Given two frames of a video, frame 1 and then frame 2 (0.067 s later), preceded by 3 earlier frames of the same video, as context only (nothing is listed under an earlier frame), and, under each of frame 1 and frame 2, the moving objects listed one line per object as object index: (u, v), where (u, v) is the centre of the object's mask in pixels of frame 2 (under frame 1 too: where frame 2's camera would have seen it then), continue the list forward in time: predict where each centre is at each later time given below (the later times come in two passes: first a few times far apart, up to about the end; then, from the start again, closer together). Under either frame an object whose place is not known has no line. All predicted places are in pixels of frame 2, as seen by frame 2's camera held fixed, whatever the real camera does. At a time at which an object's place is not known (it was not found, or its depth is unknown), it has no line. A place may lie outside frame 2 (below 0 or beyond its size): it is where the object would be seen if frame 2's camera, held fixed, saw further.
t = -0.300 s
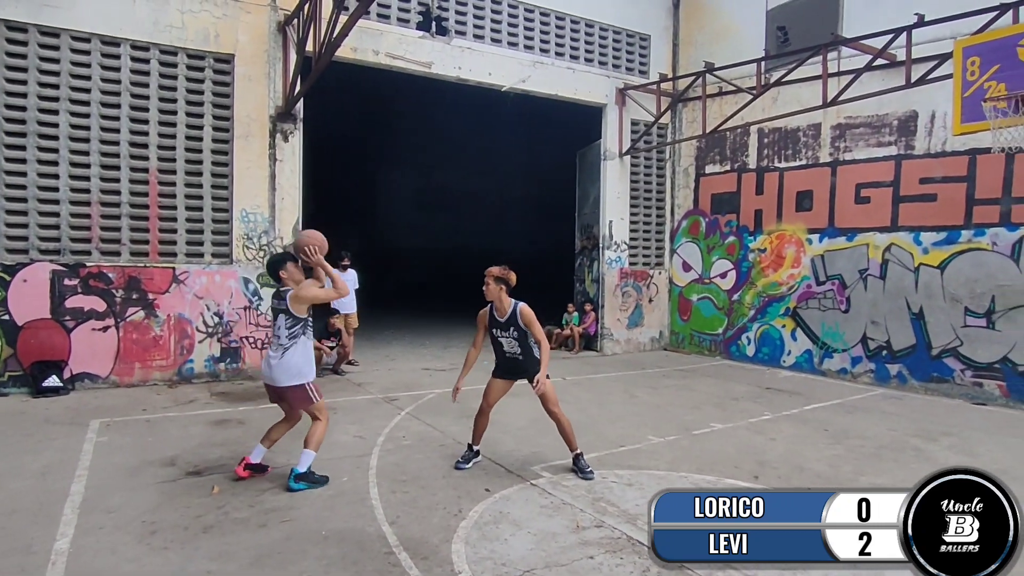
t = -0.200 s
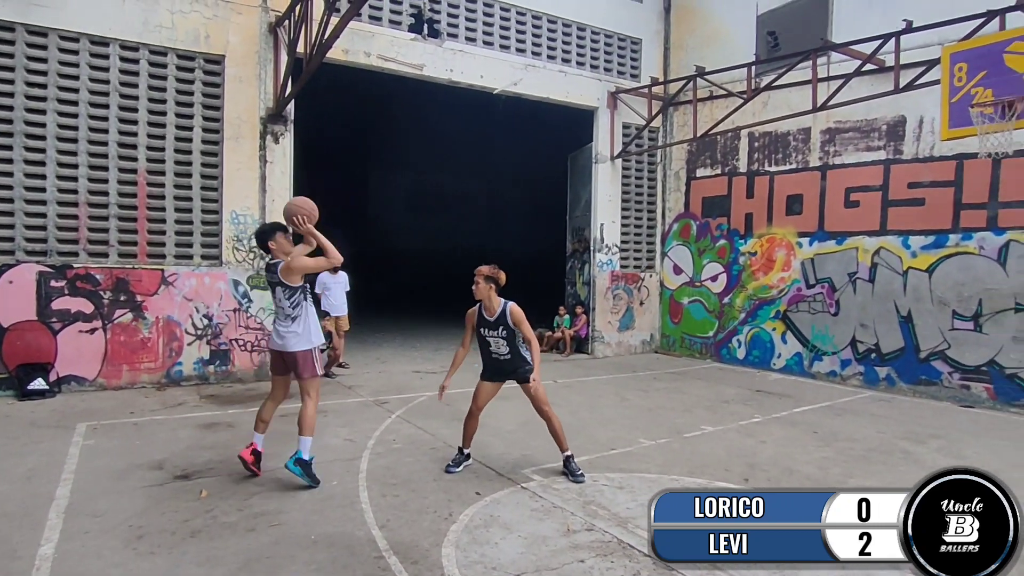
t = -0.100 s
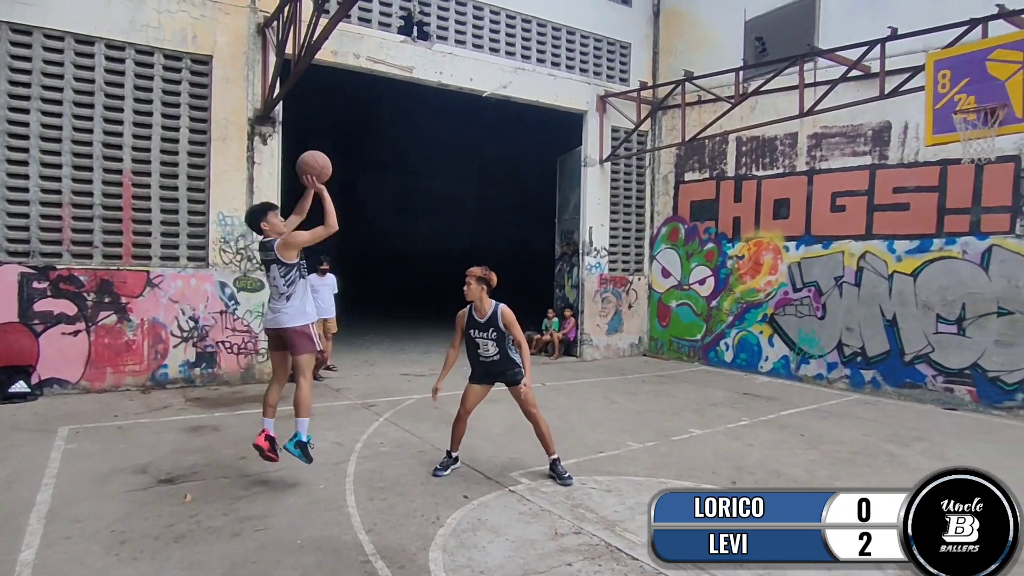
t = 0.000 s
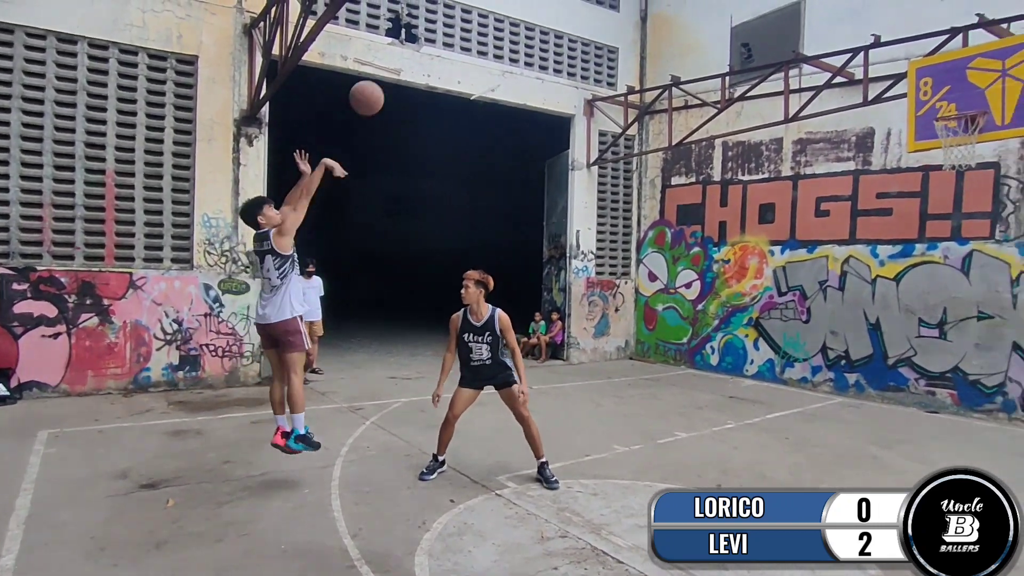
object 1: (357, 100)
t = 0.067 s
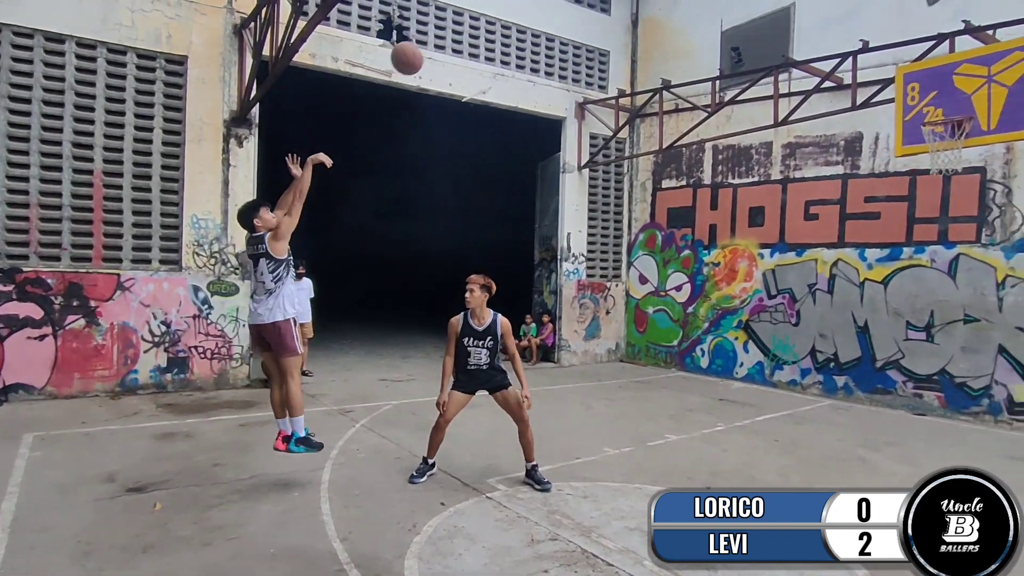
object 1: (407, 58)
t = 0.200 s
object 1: (499, 3)
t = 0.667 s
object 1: (763, -24)
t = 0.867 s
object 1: (856, 29)
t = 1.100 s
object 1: (953, 127)
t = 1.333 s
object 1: (970, 171)
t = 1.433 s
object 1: (972, 202)
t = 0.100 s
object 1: (431, 40)
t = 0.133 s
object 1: (454, 24)
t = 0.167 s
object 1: (476, 11)
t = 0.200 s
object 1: (499, 3)
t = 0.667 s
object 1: (763, -24)
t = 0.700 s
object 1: (779, -22)
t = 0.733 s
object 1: (795, -15)
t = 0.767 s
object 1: (811, -6)
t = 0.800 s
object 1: (826, 5)
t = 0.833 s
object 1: (841, 16)
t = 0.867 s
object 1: (856, 29)
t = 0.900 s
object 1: (870, 42)
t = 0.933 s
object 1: (884, 57)
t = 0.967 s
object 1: (898, 72)
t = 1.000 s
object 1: (911, 88)
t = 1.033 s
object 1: (925, 105)
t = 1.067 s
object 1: (938, 117)
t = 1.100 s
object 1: (953, 127)
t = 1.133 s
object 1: (962, 135)
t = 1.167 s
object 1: (964, 141)
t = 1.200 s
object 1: (966, 145)
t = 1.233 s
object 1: (966, 148)
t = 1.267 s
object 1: (967, 157)
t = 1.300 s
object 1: (969, 162)
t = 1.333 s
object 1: (970, 171)
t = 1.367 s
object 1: (970, 180)
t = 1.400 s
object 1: (972, 191)
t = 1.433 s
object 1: (972, 202)
